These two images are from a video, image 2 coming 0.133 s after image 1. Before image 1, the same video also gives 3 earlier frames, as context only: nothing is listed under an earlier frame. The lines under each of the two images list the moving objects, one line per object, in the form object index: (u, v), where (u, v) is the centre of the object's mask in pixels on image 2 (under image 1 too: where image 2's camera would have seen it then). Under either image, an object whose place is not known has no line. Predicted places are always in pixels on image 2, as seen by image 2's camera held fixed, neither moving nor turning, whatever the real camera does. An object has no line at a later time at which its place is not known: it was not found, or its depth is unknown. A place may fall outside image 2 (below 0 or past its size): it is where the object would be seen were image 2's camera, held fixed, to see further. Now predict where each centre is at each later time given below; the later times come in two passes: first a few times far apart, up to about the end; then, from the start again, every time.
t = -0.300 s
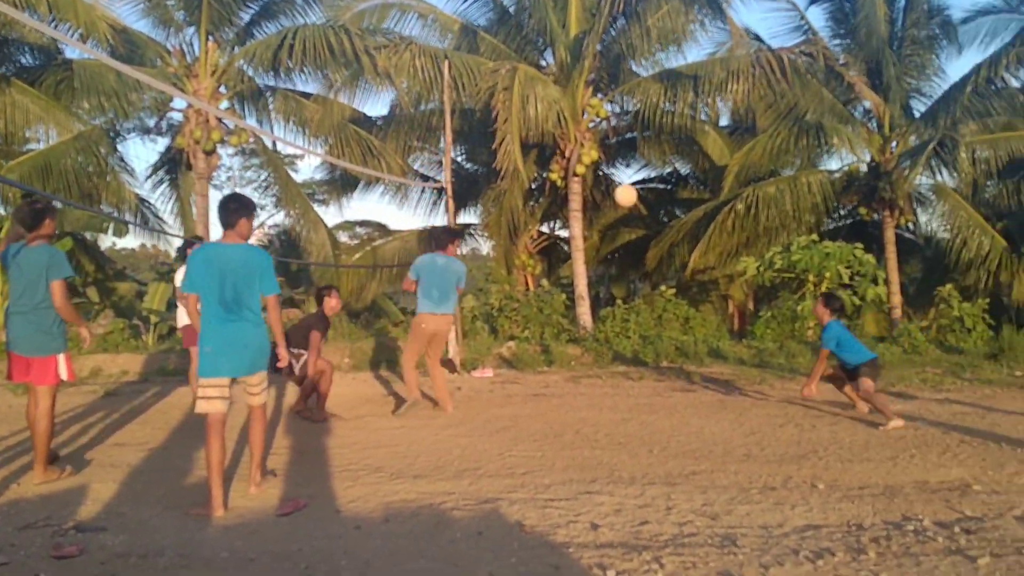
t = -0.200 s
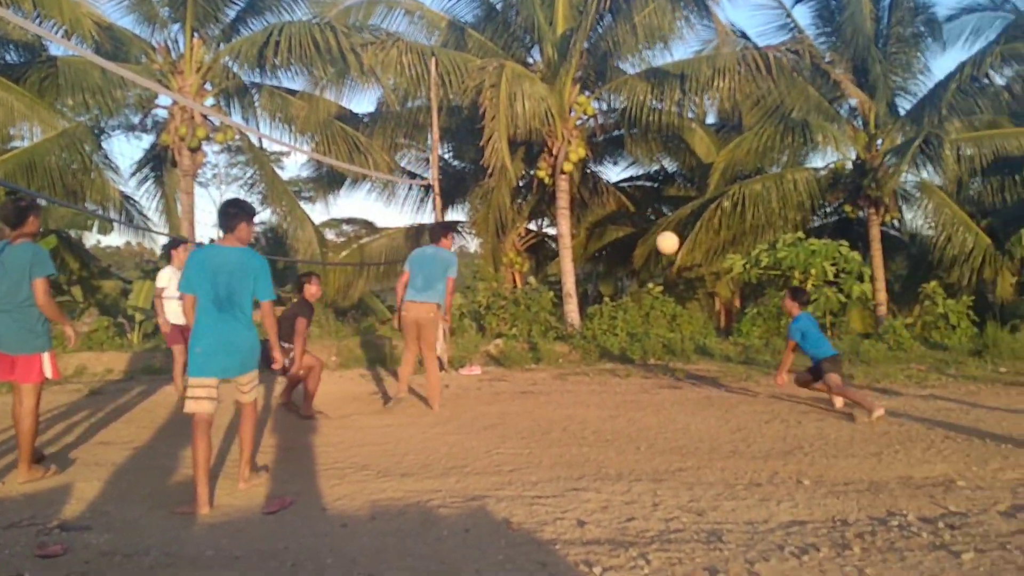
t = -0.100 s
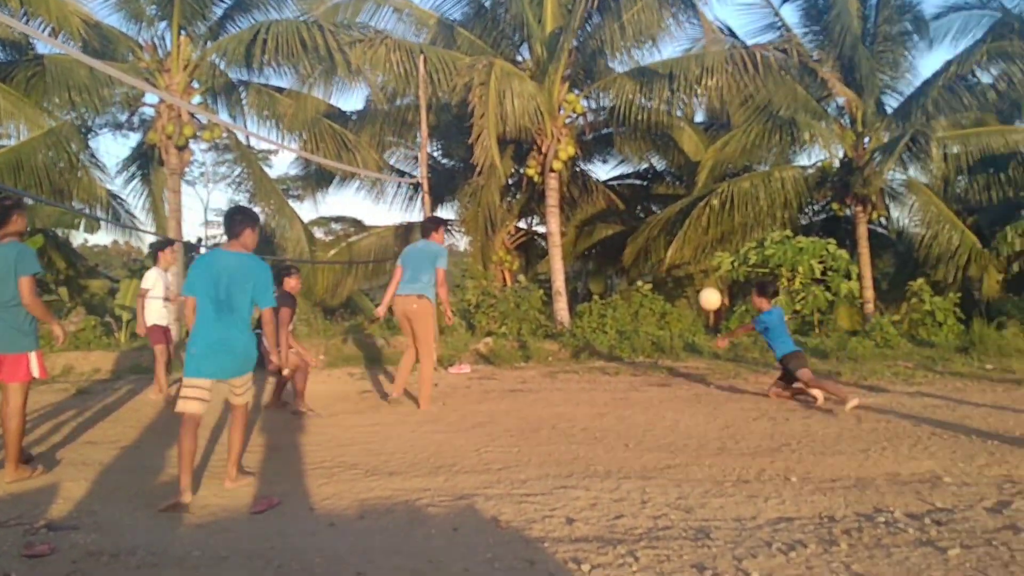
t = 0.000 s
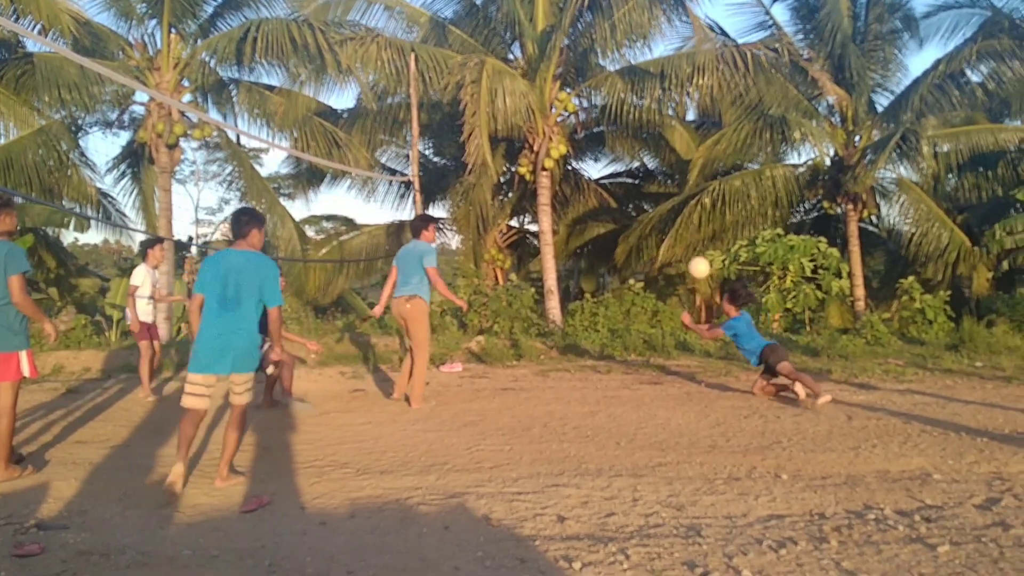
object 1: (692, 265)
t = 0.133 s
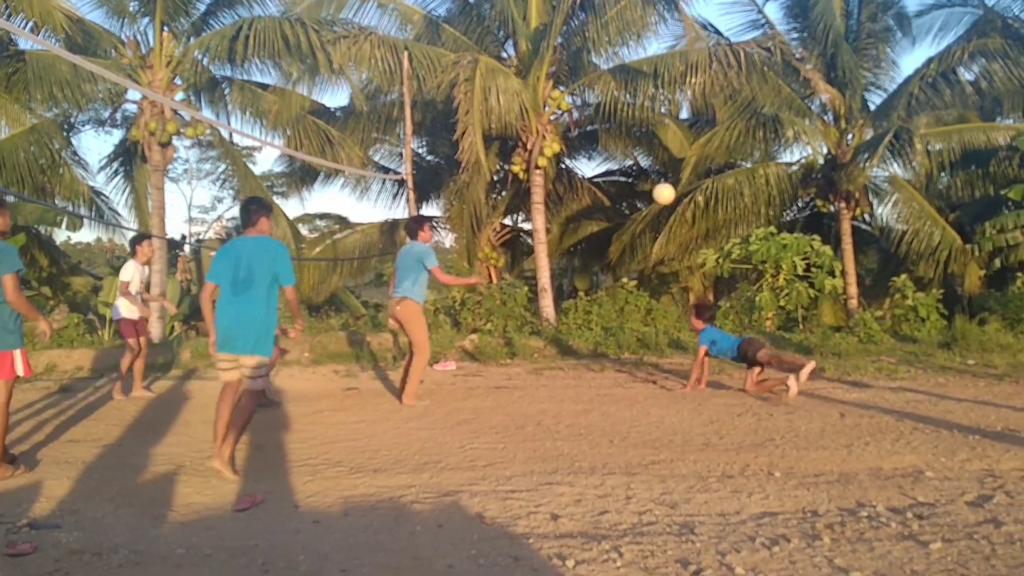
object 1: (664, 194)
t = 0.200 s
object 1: (651, 165)
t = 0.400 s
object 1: (613, 107)
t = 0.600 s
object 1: (579, 90)
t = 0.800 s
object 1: (547, 113)
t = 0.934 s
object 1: (528, 150)
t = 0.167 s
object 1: (657, 179)
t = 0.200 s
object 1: (651, 165)
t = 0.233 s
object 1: (644, 153)
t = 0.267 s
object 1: (638, 141)
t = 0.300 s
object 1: (631, 131)
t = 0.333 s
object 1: (625, 121)
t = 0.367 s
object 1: (620, 114)
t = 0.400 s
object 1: (613, 107)
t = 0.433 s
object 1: (607, 101)
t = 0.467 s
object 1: (601, 97)
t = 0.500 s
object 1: (595, 93)
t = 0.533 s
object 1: (590, 91)
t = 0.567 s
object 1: (585, 90)
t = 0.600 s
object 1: (579, 90)
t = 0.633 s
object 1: (573, 91)
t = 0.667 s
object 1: (569, 93)
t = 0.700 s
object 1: (563, 96)
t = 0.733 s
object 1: (558, 101)
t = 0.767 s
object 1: (552, 107)
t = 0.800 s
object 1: (547, 113)
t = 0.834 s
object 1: (542, 120)
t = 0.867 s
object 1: (538, 129)
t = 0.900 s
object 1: (533, 139)
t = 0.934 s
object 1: (528, 150)
